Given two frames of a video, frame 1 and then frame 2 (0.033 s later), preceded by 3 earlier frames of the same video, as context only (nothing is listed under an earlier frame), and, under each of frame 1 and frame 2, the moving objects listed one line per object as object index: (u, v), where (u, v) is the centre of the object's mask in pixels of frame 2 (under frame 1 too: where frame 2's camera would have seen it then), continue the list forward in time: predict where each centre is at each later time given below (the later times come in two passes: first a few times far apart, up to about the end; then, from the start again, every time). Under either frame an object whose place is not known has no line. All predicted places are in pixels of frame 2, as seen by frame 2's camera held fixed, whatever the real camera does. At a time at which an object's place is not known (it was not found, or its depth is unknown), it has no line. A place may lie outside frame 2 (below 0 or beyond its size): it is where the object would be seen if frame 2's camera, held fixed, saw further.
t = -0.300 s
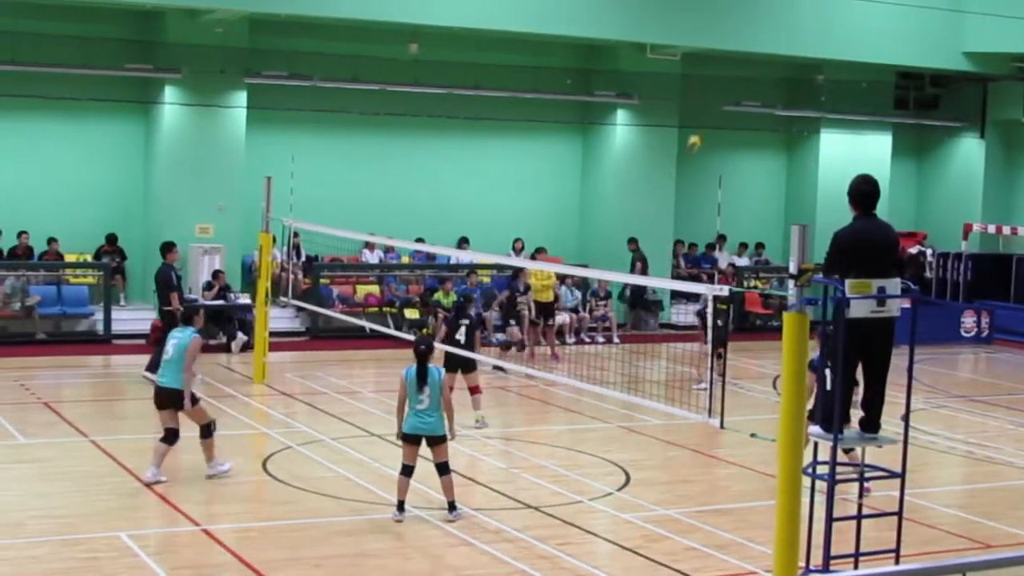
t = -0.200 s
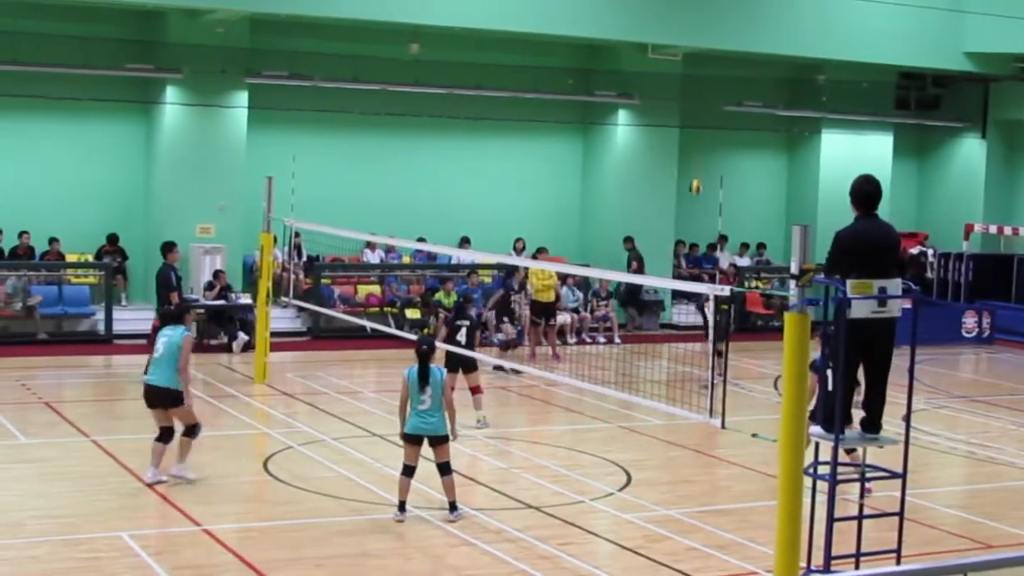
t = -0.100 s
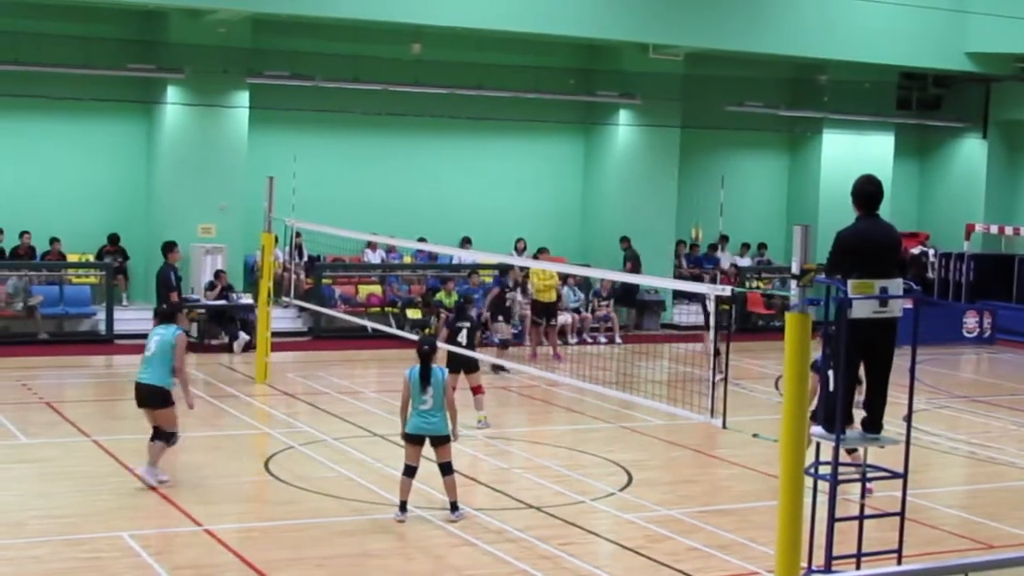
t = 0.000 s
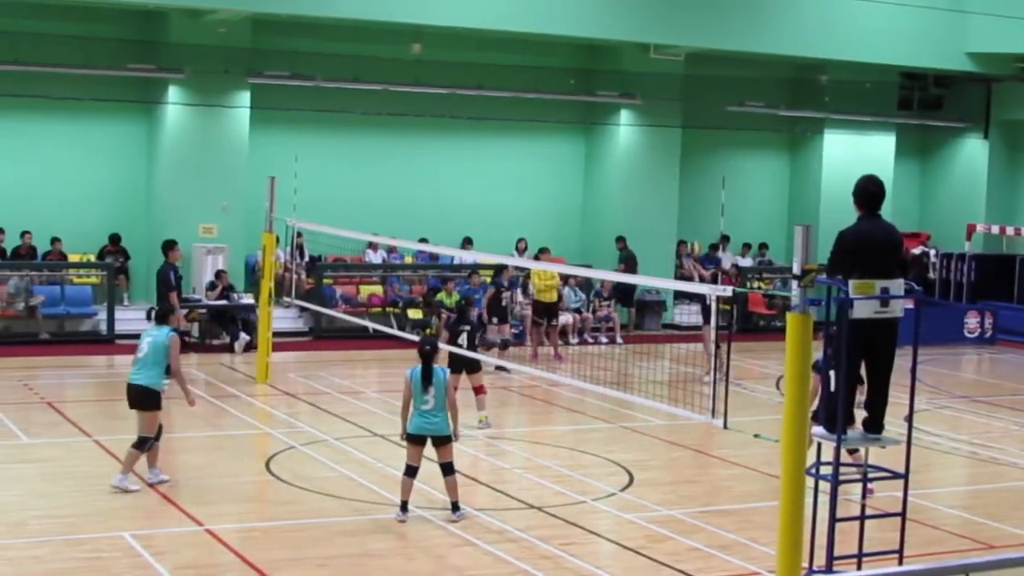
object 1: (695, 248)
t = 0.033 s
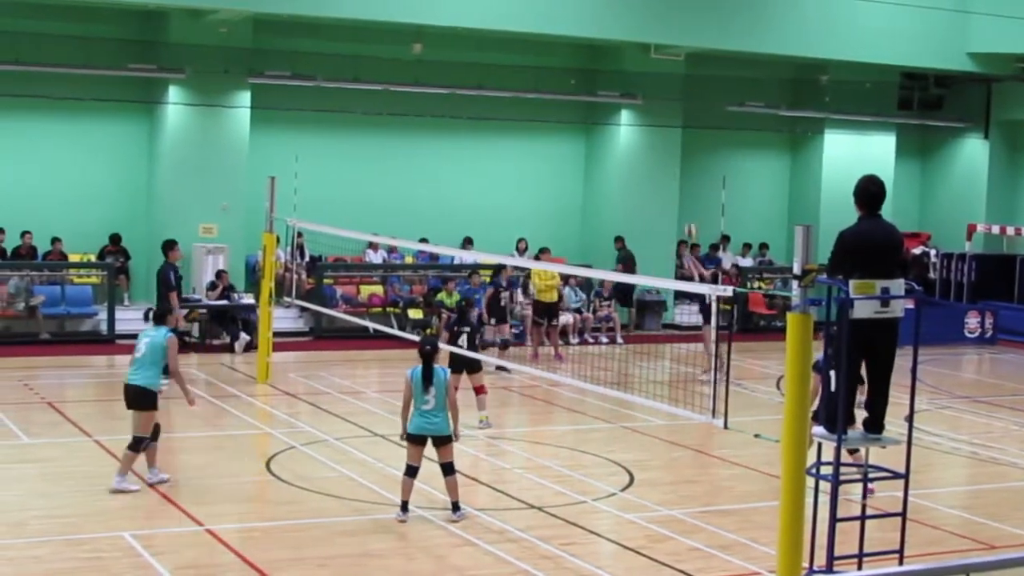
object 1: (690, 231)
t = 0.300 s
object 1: (655, 110)
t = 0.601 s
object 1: (607, 32)
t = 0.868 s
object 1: (558, 19)
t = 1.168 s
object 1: (495, 88)
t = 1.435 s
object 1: (431, 244)
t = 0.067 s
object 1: (686, 214)
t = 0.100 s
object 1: (683, 199)
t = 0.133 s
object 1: (678, 183)
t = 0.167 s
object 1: (675, 168)
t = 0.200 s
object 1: (670, 149)
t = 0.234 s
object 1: (666, 138)
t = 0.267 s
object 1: (661, 123)
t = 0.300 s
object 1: (655, 110)
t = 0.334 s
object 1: (649, 98)
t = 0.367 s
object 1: (644, 89)
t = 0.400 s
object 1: (640, 79)
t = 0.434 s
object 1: (636, 68)
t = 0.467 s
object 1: (629, 60)
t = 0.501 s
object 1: (625, 51)
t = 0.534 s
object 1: (618, 44)
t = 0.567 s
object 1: (612, 38)
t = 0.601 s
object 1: (607, 32)
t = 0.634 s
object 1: (600, 27)
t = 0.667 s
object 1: (595, 23)
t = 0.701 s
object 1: (590, 21)
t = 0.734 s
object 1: (584, 18)
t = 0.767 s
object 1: (578, 17)
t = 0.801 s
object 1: (572, 16)
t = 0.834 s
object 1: (565, 17)
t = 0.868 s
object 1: (558, 19)
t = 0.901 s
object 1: (551, 21)
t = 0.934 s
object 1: (544, 26)
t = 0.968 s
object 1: (539, 31)
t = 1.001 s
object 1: (533, 37)
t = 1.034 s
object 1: (524, 45)
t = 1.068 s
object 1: (518, 54)
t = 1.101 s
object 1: (511, 64)
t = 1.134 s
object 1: (502, 76)
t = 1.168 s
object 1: (495, 88)
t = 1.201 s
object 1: (488, 102)
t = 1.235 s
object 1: (480, 116)
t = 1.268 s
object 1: (473, 135)
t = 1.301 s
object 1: (464, 154)
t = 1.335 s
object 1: (456, 174)
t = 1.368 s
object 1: (448, 196)
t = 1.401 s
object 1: (439, 219)
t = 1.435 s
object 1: (431, 244)
